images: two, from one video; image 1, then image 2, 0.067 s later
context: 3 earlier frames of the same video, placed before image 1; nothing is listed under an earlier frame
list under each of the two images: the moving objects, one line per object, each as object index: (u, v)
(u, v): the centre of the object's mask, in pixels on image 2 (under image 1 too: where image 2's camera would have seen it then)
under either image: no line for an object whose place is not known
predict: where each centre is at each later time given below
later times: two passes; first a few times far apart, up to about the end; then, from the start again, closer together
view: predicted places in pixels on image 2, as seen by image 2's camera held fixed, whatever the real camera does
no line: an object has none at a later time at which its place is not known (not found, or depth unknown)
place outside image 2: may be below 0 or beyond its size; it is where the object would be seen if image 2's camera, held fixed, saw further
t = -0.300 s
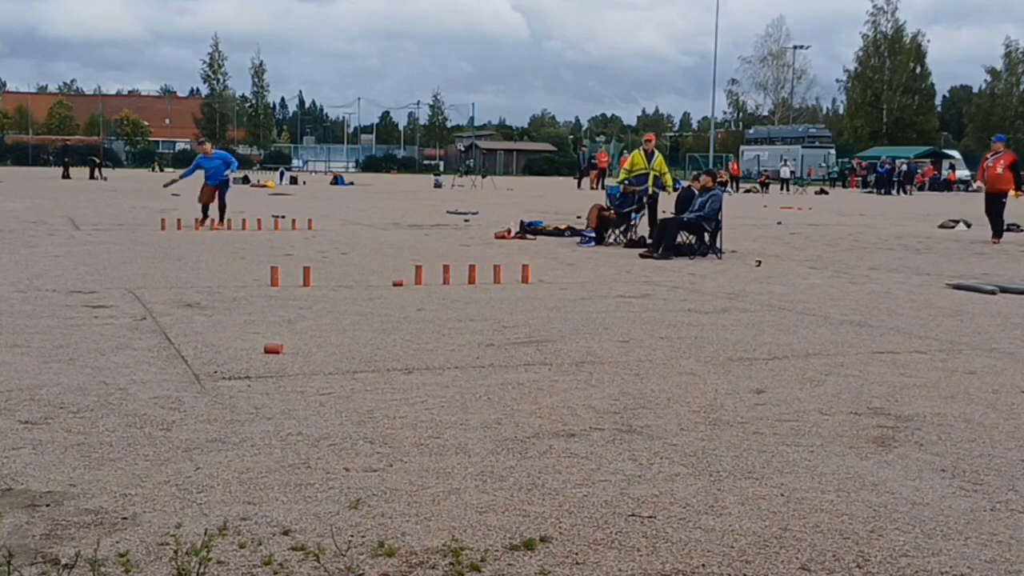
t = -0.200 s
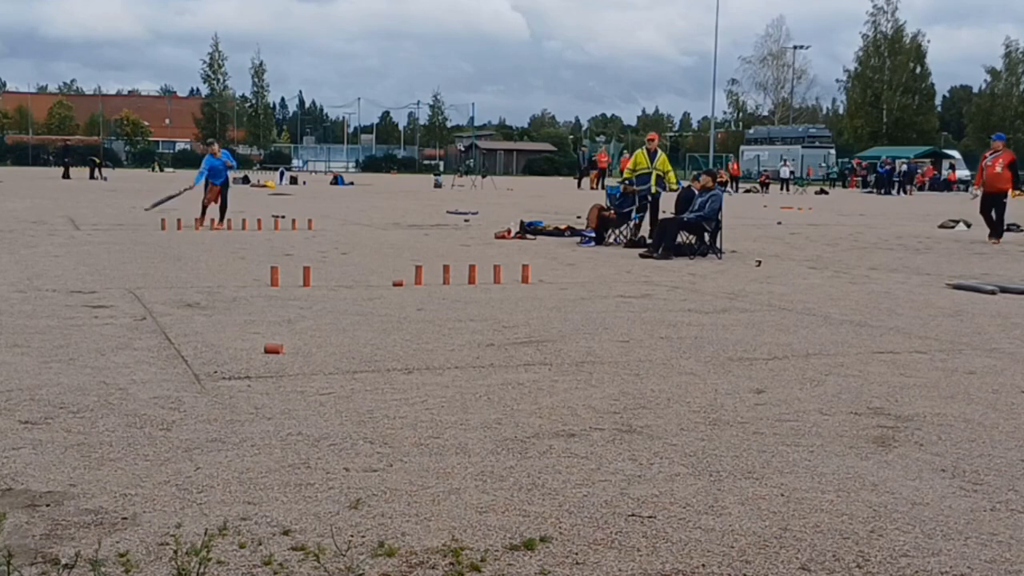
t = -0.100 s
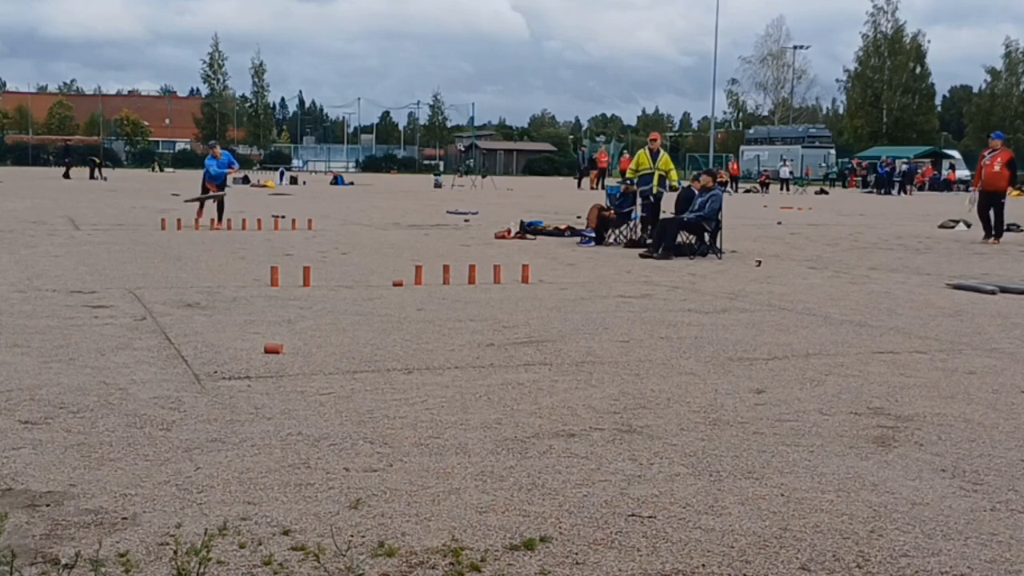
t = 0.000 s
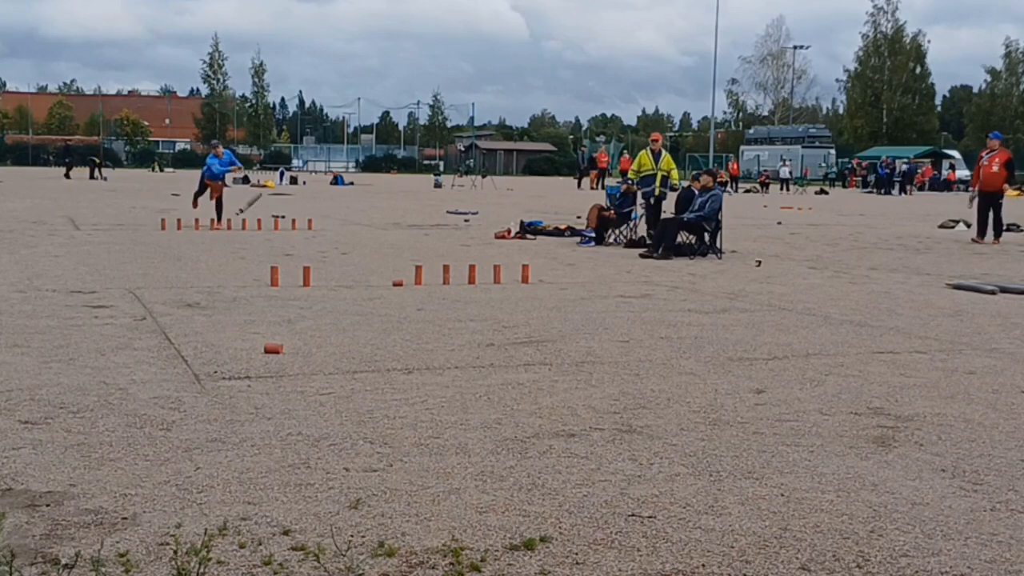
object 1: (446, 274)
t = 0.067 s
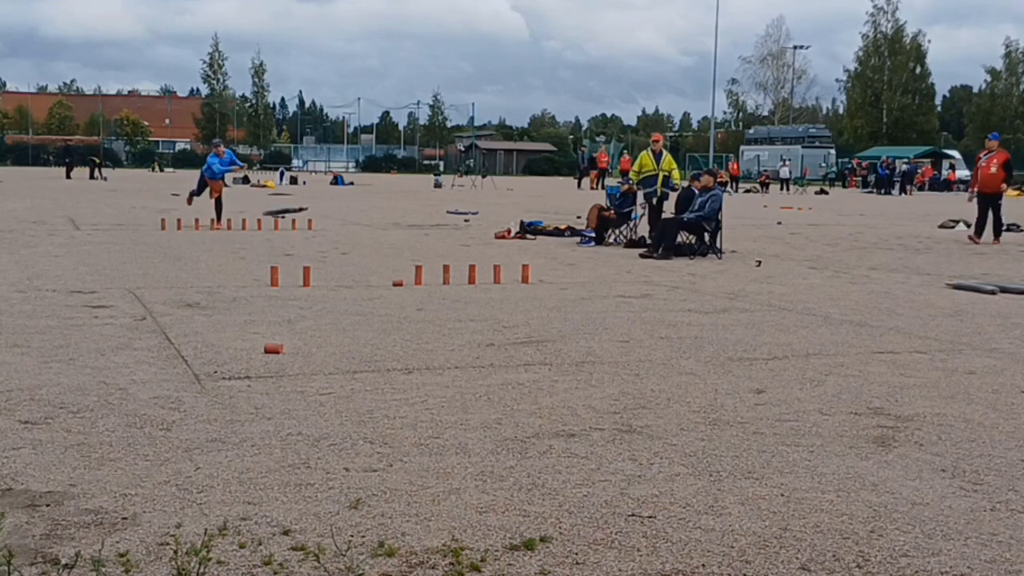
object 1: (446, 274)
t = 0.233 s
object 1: (446, 274)
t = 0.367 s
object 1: (446, 266)
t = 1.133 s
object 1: (444, 268)
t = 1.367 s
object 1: (453, 284)
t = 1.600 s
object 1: (453, 283)
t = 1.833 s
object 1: (454, 284)
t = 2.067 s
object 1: (454, 284)
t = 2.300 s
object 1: (454, 284)
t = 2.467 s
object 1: (454, 284)
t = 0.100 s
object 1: (446, 274)
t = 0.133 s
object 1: (446, 274)
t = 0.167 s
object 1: (446, 274)
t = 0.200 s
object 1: (446, 274)
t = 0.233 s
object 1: (446, 274)
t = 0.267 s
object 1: (446, 275)
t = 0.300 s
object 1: (446, 275)
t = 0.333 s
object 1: (446, 275)
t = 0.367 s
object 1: (446, 266)
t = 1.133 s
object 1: (444, 268)
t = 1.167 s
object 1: (444, 281)
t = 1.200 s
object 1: (445, 283)
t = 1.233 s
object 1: (446, 283)
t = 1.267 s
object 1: (448, 283)
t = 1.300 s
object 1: (450, 283)
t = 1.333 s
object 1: (452, 283)
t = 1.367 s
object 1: (453, 284)
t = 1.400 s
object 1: (453, 284)
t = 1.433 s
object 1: (454, 283)
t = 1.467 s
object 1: (453, 283)
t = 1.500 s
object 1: (453, 283)
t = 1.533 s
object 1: (453, 283)
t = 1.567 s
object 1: (453, 283)
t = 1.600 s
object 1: (453, 283)
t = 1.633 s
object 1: (453, 283)
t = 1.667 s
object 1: (454, 283)
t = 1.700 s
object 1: (454, 283)
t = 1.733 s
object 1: (454, 283)
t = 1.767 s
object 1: (454, 283)
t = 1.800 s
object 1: (454, 283)
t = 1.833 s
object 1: (454, 284)
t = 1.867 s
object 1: (454, 283)
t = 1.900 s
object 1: (454, 283)
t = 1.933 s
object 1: (454, 284)
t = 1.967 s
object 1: (454, 284)
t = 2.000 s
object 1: (454, 284)
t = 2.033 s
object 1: (454, 284)
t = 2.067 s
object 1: (454, 284)
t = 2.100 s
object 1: (454, 284)
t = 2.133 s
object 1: (454, 284)
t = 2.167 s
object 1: (454, 284)
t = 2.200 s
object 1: (454, 284)
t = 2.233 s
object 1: (454, 284)
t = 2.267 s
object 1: (454, 284)
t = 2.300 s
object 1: (454, 284)
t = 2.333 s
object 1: (454, 284)
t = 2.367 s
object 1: (454, 284)
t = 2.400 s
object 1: (454, 284)
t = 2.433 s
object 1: (454, 284)
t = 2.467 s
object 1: (454, 284)
